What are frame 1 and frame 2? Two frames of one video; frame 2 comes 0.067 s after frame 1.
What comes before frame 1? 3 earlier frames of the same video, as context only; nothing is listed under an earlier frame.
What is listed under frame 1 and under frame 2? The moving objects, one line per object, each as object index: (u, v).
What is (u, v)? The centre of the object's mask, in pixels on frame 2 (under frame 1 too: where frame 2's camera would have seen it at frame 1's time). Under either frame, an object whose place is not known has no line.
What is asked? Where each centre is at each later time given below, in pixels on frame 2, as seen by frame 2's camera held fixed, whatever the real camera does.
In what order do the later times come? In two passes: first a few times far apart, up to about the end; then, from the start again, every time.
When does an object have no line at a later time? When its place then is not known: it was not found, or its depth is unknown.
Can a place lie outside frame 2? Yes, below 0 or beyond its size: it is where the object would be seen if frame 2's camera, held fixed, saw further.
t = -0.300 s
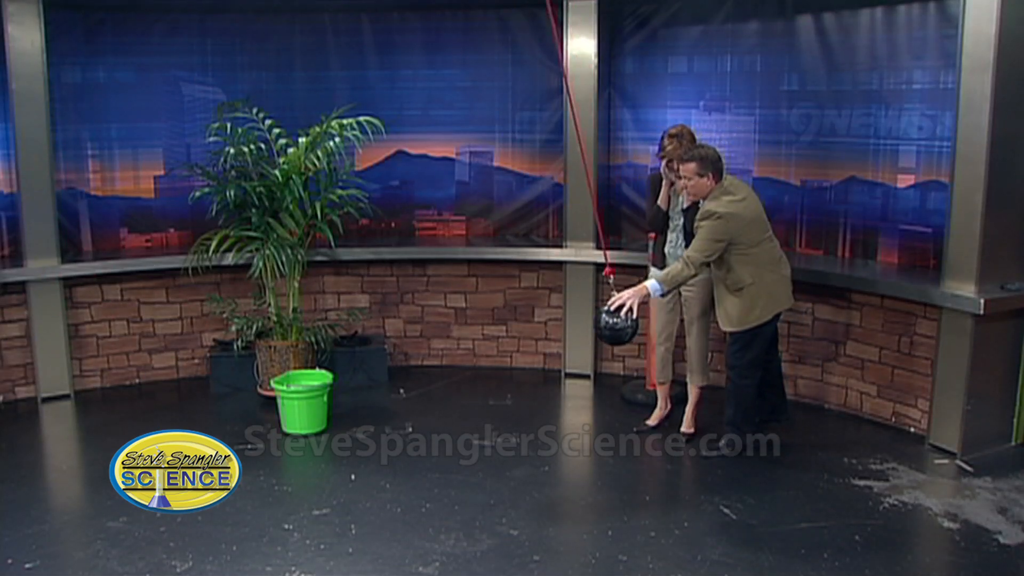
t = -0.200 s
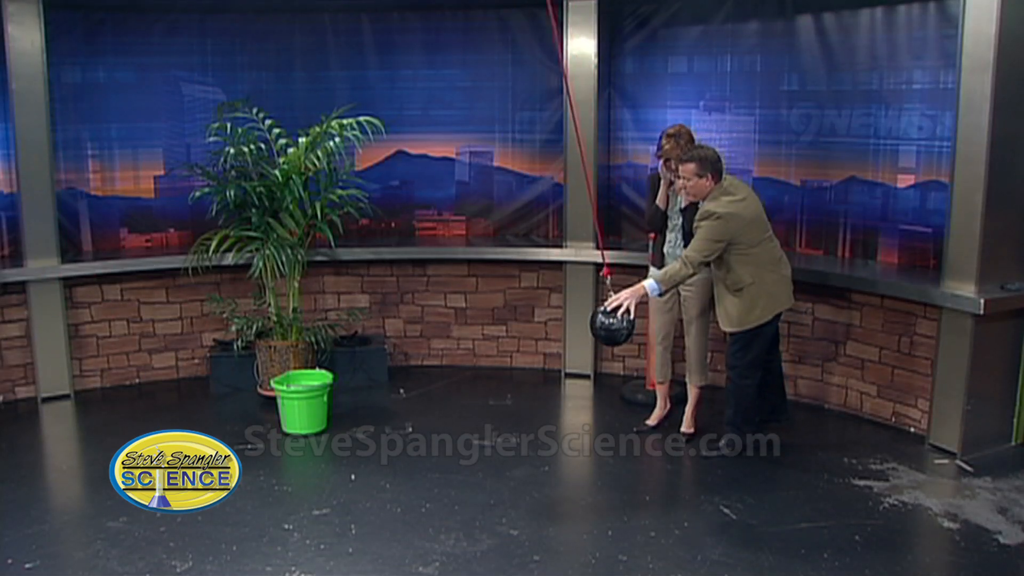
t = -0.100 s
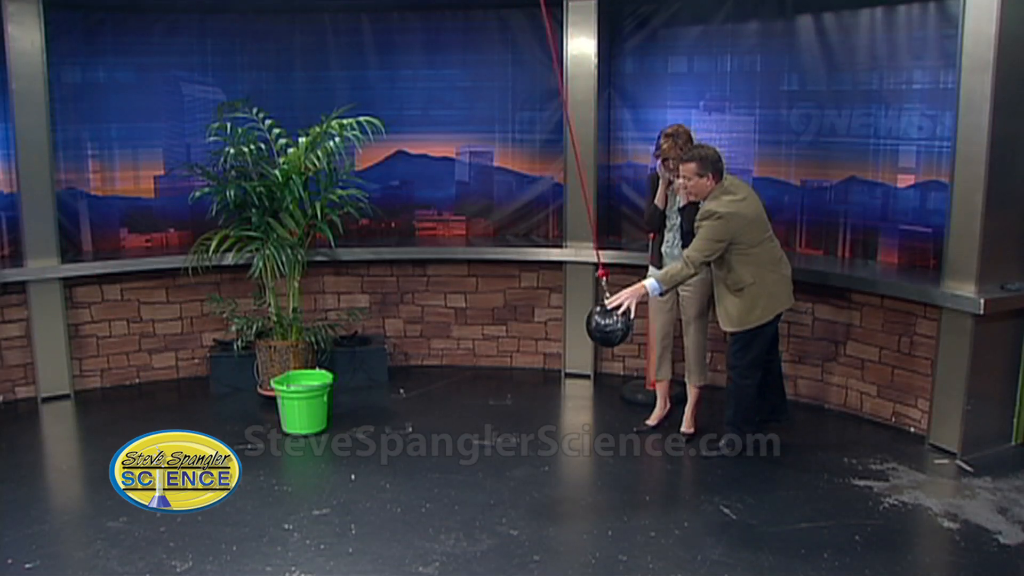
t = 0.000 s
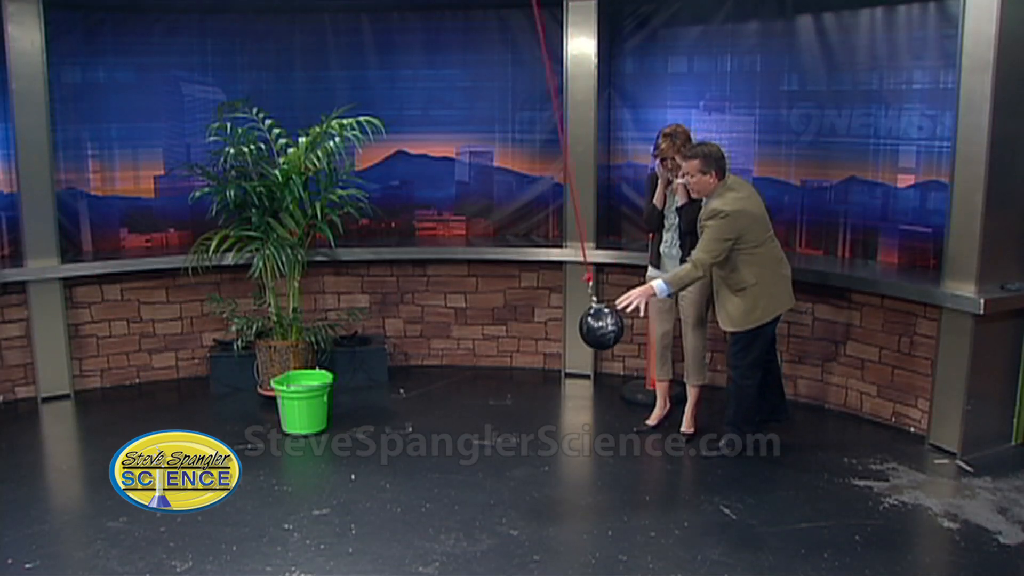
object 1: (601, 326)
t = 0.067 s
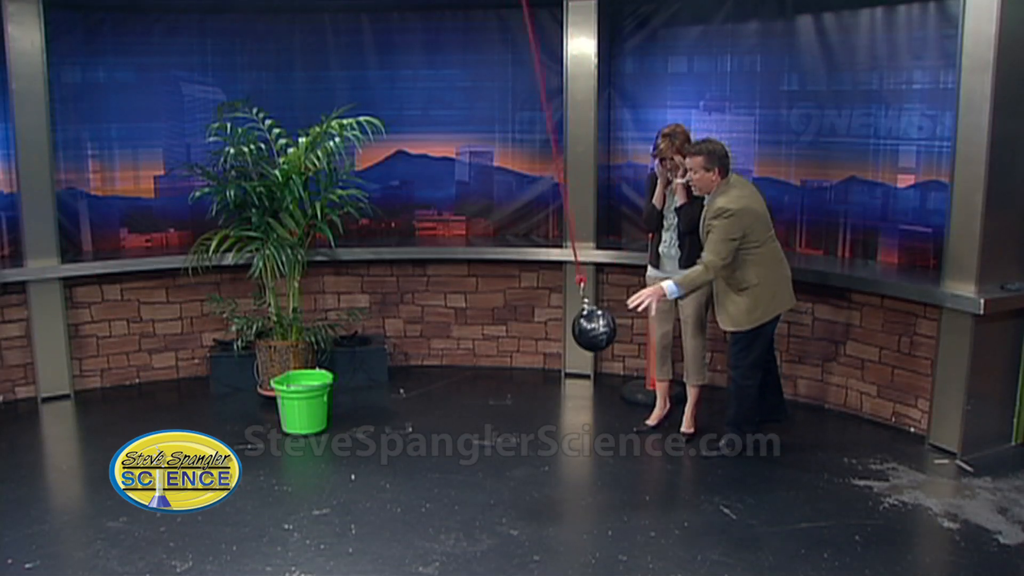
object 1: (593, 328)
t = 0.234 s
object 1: (568, 336)
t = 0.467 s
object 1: (514, 352)
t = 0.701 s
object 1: (440, 369)
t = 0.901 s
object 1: (368, 376)
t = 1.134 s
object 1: (278, 389)
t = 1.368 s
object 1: (191, 388)
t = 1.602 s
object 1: (123, 386)
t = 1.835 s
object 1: (79, 384)
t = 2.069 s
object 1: (70, 384)
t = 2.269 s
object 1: (91, 387)
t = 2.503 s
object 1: (146, 393)
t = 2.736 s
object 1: (222, 396)
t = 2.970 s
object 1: (314, 394)
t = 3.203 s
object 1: (406, 382)
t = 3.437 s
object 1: (487, 366)
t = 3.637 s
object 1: (541, 350)
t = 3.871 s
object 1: (584, 336)
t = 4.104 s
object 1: (605, 326)
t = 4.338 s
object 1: (603, 325)
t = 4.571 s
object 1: (578, 333)
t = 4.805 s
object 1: (532, 348)
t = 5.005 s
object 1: (476, 361)
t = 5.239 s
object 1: (397, 375)
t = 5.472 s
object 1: (310, 386)
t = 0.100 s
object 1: (589, 329)
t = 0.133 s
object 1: (585, 332)
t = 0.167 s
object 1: (579, 333)
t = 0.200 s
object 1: (574, 335)
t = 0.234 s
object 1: (568, 336)
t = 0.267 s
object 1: (562, 338)
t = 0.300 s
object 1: (555, 340)
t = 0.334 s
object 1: (548, 343)
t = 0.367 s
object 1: (540, 346)
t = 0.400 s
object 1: (532, 348)
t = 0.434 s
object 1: (523, 350)
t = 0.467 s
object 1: (514, 352)
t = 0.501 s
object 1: (505, 355)
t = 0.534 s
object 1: (495, 357)
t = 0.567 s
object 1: (485, 360)
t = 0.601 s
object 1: (474, 362)
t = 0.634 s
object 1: (463, 365)
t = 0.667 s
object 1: (453, 367)
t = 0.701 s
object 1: (440, 369)
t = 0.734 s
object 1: (429, 371)
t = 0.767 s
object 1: (417, 373)
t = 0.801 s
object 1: (405, 375)
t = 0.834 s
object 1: (393, 375)
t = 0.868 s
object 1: (380, 373)
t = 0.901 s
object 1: (368, 376)
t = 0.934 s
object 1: (355, 381)
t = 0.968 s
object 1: (343, 383)
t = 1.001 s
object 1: (329, 384)
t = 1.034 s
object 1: (317, 385)
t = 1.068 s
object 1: (304, 387)
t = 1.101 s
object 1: (291, 388)
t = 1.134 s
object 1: (278, 389)
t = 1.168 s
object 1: (265, 387)
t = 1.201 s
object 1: (251, 387)
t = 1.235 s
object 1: (239, 388)
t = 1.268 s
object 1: (227, 388)
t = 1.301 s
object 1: (215, 388)
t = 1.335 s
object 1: (203, 389)
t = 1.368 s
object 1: (191, 388)
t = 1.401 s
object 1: (180, 388)
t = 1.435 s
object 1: (171, 389)
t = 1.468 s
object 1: (159, 388)
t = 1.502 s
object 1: (150, 388)
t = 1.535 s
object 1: (140, 388)
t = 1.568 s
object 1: (131, 387)
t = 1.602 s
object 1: (123, 386)
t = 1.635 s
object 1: (115, 386)
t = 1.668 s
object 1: (108, 386)
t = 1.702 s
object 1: (100, 385)
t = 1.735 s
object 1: (93, 385)
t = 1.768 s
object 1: (88, 385)
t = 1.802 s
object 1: (83, 384)
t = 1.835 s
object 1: (79, 384)
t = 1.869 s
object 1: (75, 384)
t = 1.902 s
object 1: (72, 385)
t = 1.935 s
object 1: (70, 384)
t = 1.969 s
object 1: (69, 384)
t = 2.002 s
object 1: (69, 384)
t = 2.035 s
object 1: (69, 384)
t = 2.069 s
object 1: (70, 384)
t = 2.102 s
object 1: (71, 385)
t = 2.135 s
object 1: (74, 385)
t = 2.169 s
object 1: (77, 386)
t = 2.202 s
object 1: (81, 386)
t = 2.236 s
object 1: (85, 387)
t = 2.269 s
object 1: (91, 387)
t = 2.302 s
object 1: (97, 388)
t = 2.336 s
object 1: (104, 389)
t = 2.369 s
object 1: (112, 389)
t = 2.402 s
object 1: (119, 389)
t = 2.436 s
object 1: (128, 392)
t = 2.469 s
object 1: (136, 392)
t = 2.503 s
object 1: (146, 393)
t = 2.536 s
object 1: (155, 393)
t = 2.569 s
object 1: (166, 394)
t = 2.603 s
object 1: (178, 395)
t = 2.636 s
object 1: (187, 394)
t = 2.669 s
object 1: (199, 395)
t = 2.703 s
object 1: (211, 395)
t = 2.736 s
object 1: (222, 396)
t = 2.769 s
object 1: (236, 395)
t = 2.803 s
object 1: (248, 396)
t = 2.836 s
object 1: (261, 395)
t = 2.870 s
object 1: (275, 396)
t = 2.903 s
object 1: (288, 395)
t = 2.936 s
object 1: (301, 396)
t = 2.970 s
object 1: (314, 394)
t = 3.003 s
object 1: (327, 391)
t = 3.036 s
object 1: (342, 389)
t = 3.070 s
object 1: (354, 389)
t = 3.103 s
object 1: (368, 386)
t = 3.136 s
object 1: (381, 385)
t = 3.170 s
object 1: (394, 383)
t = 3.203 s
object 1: (406, 382)
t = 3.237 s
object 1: (417, 381)
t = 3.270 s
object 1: (430, 379)
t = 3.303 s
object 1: (442, 377)
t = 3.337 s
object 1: (453, 374)
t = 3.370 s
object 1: (464, 371)
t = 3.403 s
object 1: (476, 369)
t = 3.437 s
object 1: (487, 366)
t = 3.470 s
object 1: (497, 364)
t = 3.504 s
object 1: (506, 360)
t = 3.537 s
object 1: (515, 358)
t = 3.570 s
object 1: (524, 356)
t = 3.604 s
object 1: (533, 353)
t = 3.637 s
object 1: (541, 350)
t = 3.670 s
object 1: (548, 349)
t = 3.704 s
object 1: (556, 345)
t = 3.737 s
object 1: (562, 343)
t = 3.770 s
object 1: (568, 342)
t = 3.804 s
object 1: (574, 339)
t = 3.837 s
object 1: (579, 337)
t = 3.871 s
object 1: (584, 336)
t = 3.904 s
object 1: (588, 333)
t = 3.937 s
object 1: (593, 332)
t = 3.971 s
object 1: (596, 330)
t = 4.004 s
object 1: (599, 328)
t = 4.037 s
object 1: (601, 327)
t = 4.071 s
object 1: (603, 326)
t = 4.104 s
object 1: (605, 326)
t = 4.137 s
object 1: (606, 324)
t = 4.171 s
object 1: (607, 325)
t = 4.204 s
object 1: (607, 324)
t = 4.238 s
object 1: (606, 324)
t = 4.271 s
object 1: (605, 324)
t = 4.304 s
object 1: (604, 324)
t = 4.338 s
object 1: (603, 325)
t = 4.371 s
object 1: (601, 326)
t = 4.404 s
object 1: (598, 326)
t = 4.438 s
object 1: (595, 328)
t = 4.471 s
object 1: (591, 329)
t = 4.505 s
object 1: (588, 330)
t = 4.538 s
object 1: (583, 331)
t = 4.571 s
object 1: (578, 333)
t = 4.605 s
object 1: (573, 335)
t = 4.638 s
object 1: (567, 336)
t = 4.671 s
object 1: (561, 338)
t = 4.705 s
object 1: (554, 340)
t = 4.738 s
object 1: (547, 343)
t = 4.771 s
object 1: (540, 345)
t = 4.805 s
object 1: (532, 348)
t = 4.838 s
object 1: (524, 350)
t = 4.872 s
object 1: (515, 351)
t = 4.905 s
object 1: (506, 354)
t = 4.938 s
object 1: (497, 355)
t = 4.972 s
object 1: (487, 358)
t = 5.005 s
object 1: (476, 361)
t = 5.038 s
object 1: (465, 363)
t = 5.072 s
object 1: (454, 366)
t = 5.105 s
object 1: (444, 366)
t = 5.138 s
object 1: (433, 370)
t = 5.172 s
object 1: (421, 372)
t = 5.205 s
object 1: (409, 375)
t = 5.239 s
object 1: (397, 375)
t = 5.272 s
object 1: (385, 377)
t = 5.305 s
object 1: (374, 378)
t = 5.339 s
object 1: (361, 381)
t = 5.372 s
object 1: (349, 382)
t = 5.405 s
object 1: (335, 382)
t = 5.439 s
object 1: (323, 386)
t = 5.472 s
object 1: (310, 386)
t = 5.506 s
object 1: (297, 388)
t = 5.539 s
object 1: (283, 388)
